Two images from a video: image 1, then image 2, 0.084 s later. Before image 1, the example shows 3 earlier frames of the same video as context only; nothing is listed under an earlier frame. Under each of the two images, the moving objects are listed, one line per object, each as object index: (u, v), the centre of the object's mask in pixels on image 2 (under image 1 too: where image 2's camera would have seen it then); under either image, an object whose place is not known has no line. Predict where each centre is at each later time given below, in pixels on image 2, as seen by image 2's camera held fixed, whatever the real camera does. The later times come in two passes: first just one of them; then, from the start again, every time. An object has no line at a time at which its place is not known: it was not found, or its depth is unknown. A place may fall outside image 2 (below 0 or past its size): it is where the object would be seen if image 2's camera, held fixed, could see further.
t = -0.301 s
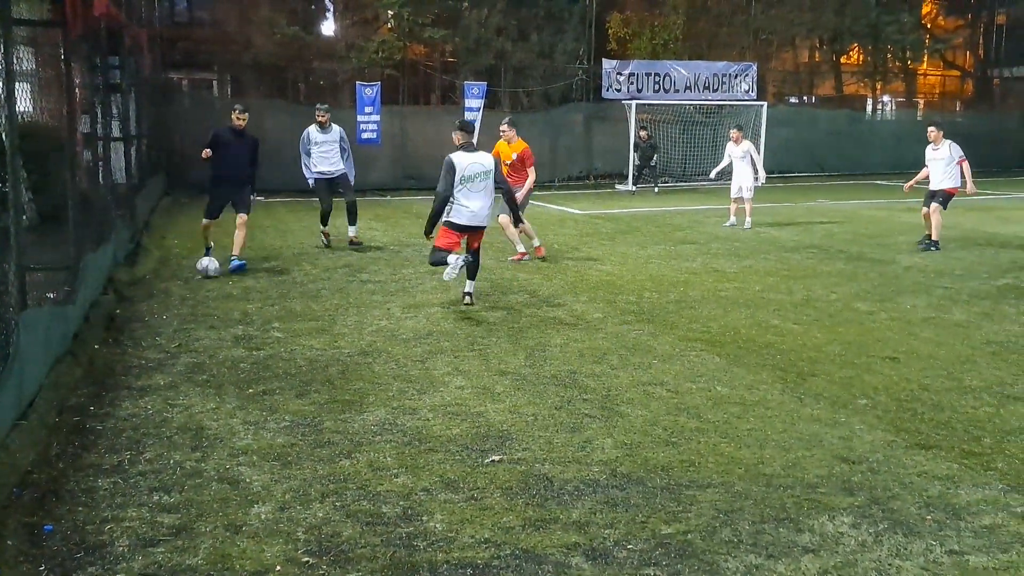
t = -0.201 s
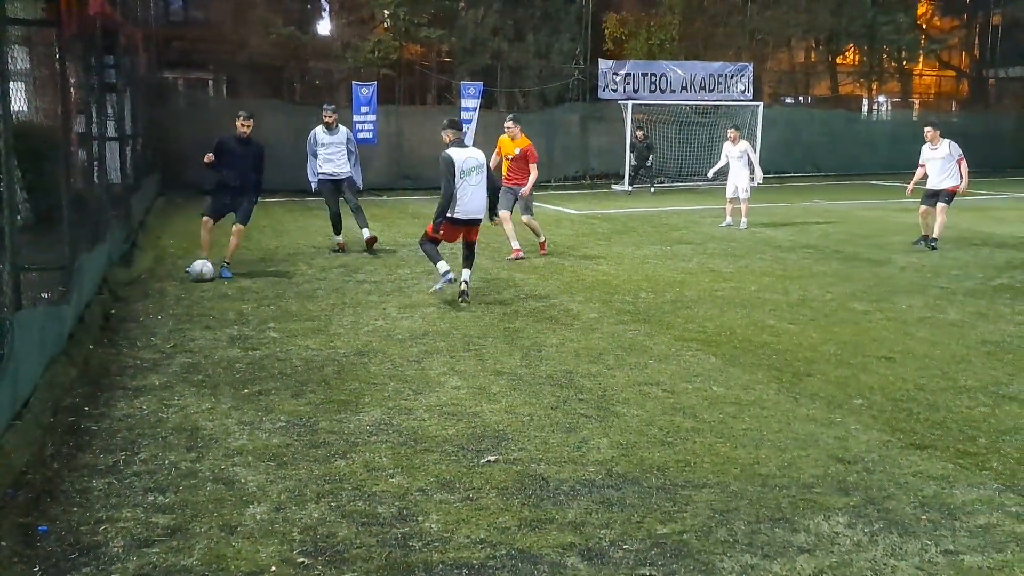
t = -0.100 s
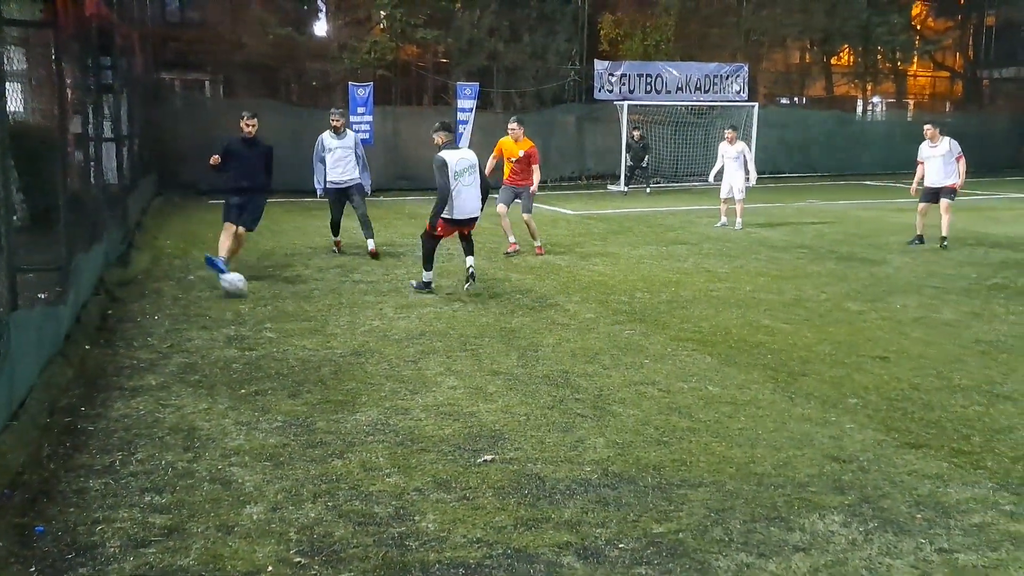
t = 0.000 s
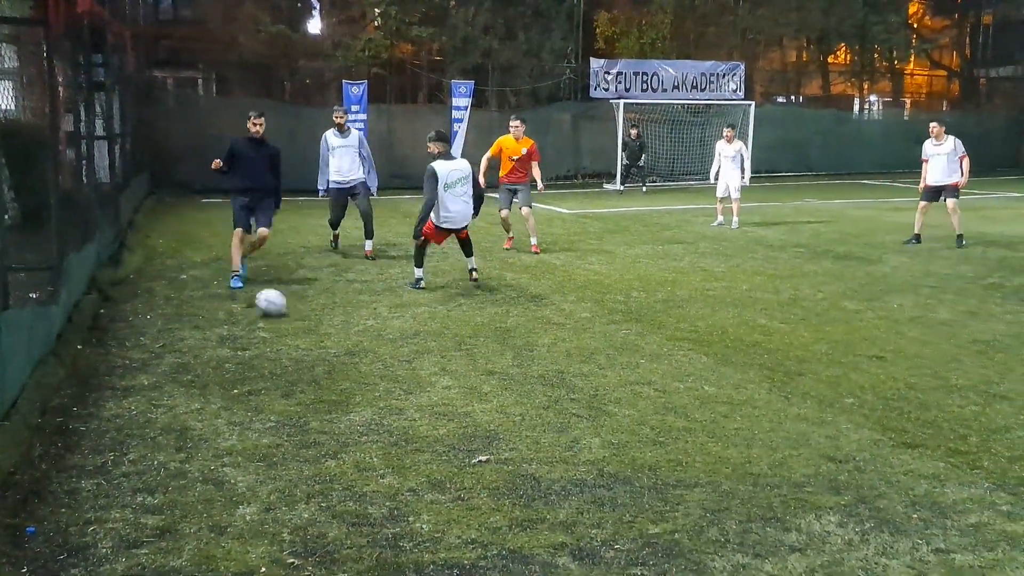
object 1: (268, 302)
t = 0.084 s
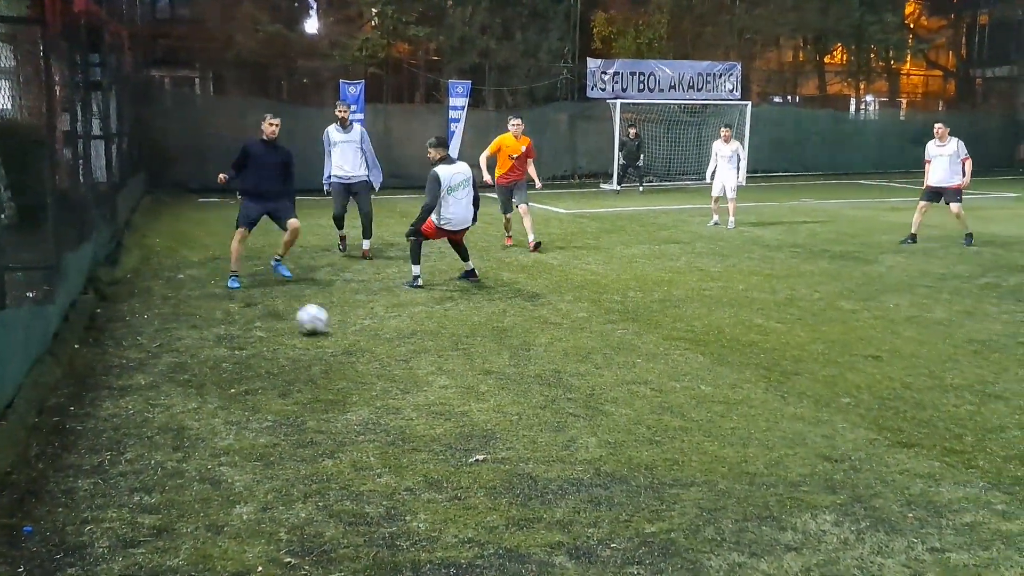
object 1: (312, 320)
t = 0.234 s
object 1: (411, 357)
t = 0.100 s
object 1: (322, 325)
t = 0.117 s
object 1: (331, 328)
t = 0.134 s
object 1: (342, 333)
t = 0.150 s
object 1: (352, 336)
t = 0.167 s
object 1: (363, 338)
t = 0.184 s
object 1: (375, 343)
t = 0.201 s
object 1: (387, 347)
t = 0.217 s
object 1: (398, 352)
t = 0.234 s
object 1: (411, 357)
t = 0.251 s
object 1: (424, 364)
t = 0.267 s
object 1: (438, 369)
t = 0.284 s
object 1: (450, 373)
